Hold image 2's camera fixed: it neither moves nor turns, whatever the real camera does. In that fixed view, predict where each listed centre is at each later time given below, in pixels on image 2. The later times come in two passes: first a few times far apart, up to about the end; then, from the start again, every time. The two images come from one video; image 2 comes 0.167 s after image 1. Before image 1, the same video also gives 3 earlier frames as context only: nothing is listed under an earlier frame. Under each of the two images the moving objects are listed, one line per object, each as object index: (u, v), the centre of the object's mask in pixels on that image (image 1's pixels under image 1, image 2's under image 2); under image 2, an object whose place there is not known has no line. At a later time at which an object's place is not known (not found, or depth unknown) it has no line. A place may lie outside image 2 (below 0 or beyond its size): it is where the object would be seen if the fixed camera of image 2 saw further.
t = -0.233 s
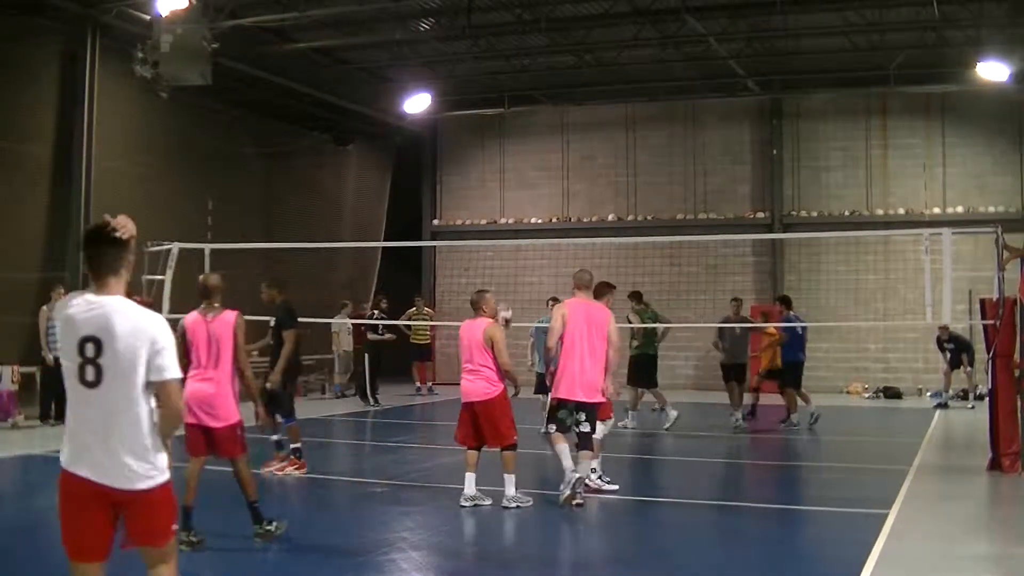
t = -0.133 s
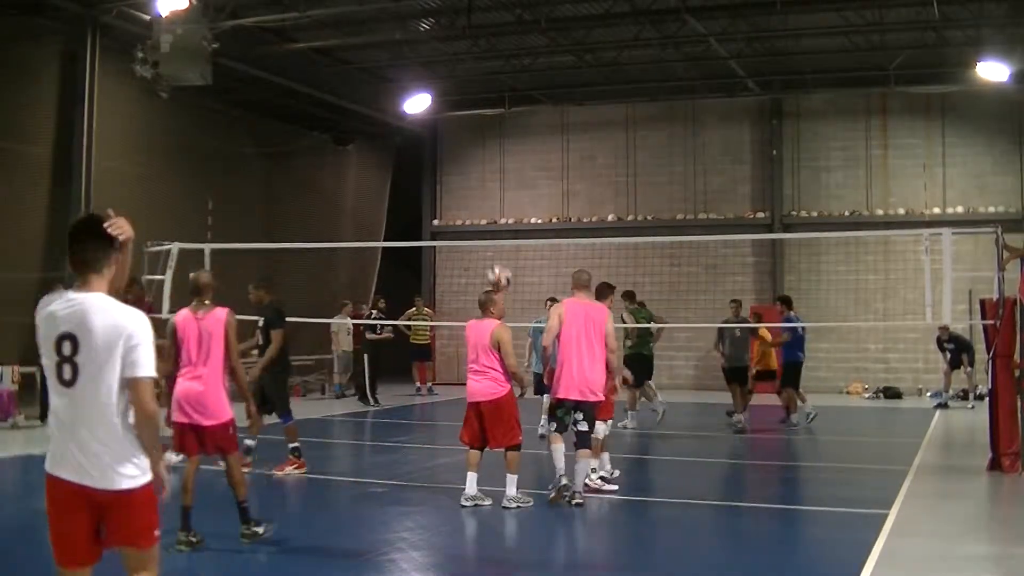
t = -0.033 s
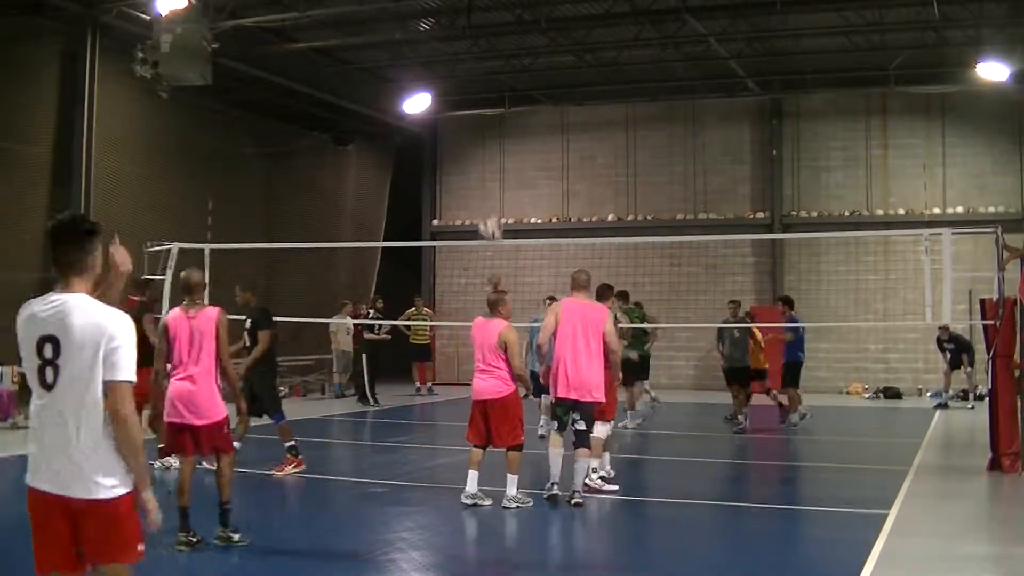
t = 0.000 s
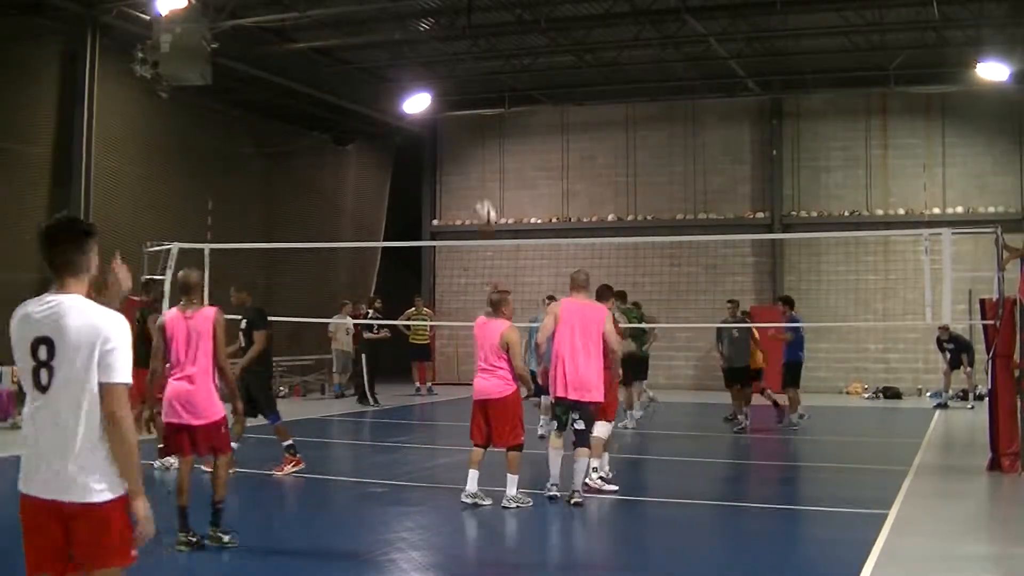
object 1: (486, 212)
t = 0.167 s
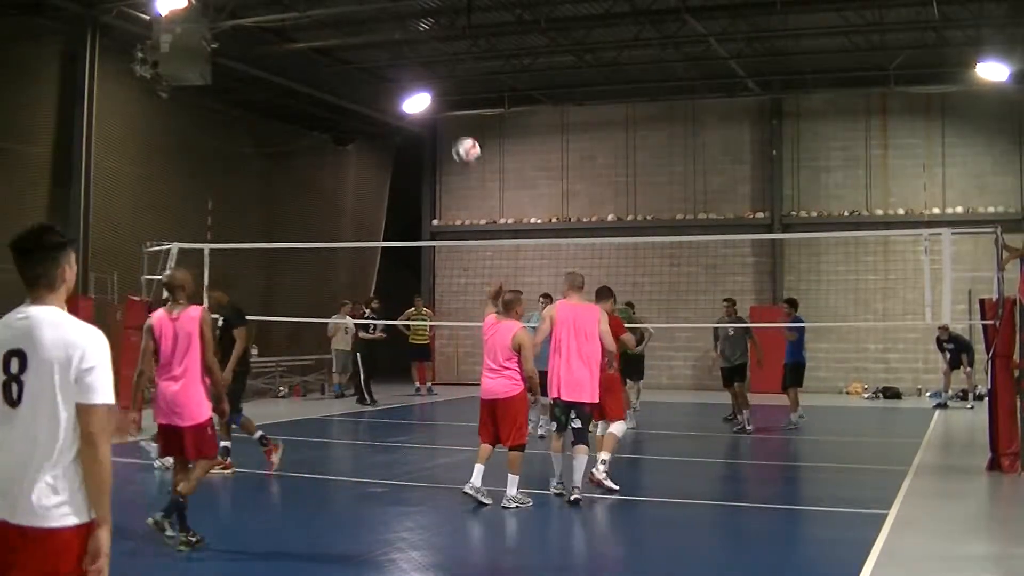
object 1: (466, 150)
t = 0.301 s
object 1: (447, 122)
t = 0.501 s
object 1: (413, 116)
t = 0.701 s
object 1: (365, 189)
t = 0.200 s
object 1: (462, 141)
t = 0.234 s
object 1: (457, 134)
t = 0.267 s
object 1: (453, 127)
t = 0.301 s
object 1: (447, 122)
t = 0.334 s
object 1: (442, 117)
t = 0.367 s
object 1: (437, 115)
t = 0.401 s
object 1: (426, 110)
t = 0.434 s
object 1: (423, 112)
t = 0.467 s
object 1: (418, 114)
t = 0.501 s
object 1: (413, 116)
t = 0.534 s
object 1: (408, 120)
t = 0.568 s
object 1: (397, 134)
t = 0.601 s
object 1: (390, 143)
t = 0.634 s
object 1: (382, 155)
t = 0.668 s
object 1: (375, 168)
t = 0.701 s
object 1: (365, 189)
